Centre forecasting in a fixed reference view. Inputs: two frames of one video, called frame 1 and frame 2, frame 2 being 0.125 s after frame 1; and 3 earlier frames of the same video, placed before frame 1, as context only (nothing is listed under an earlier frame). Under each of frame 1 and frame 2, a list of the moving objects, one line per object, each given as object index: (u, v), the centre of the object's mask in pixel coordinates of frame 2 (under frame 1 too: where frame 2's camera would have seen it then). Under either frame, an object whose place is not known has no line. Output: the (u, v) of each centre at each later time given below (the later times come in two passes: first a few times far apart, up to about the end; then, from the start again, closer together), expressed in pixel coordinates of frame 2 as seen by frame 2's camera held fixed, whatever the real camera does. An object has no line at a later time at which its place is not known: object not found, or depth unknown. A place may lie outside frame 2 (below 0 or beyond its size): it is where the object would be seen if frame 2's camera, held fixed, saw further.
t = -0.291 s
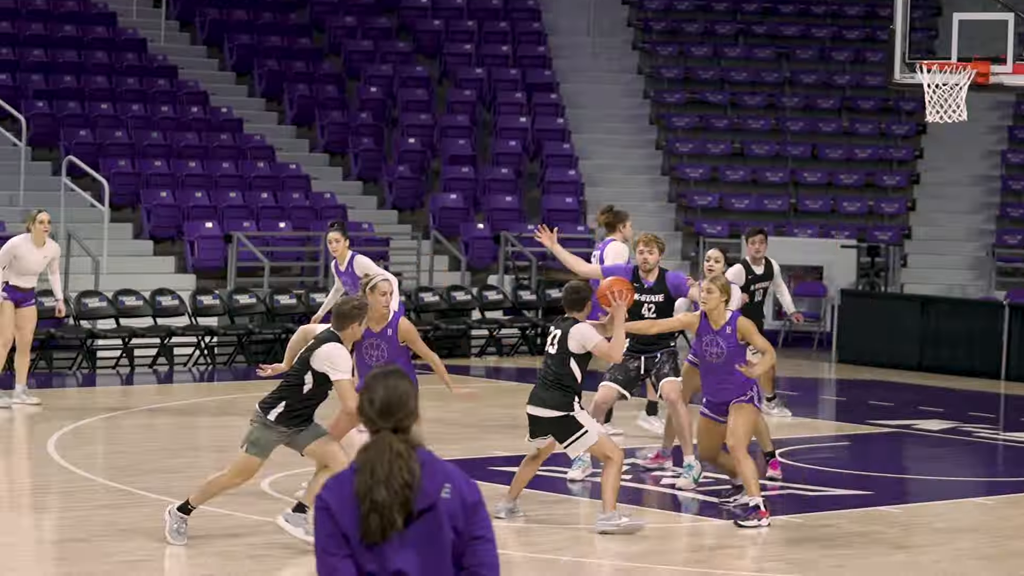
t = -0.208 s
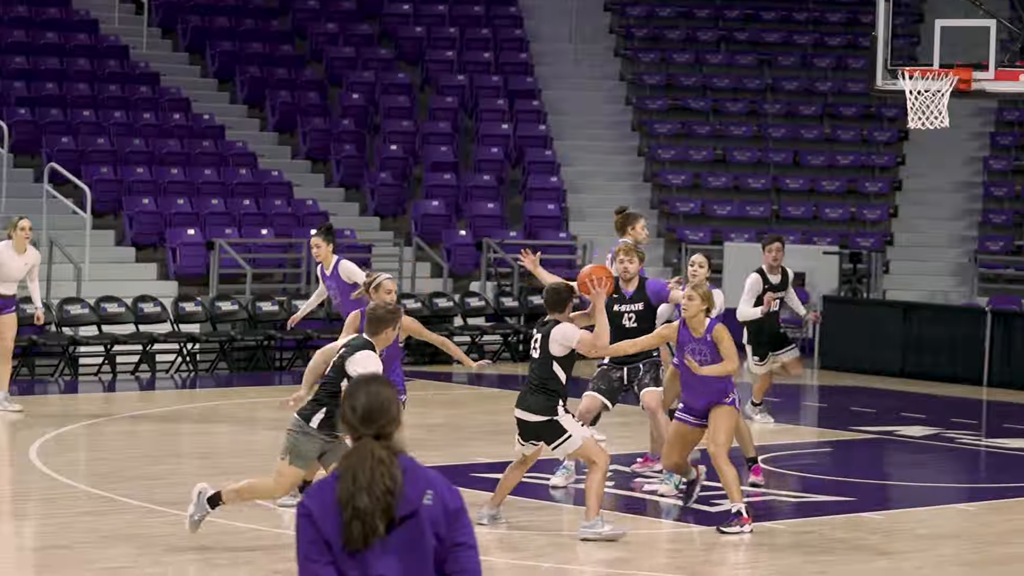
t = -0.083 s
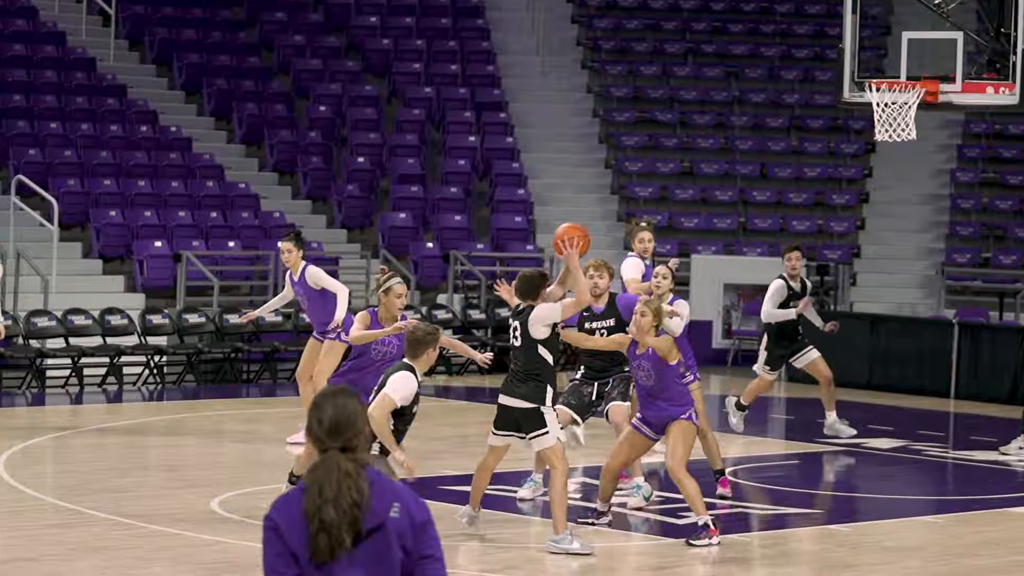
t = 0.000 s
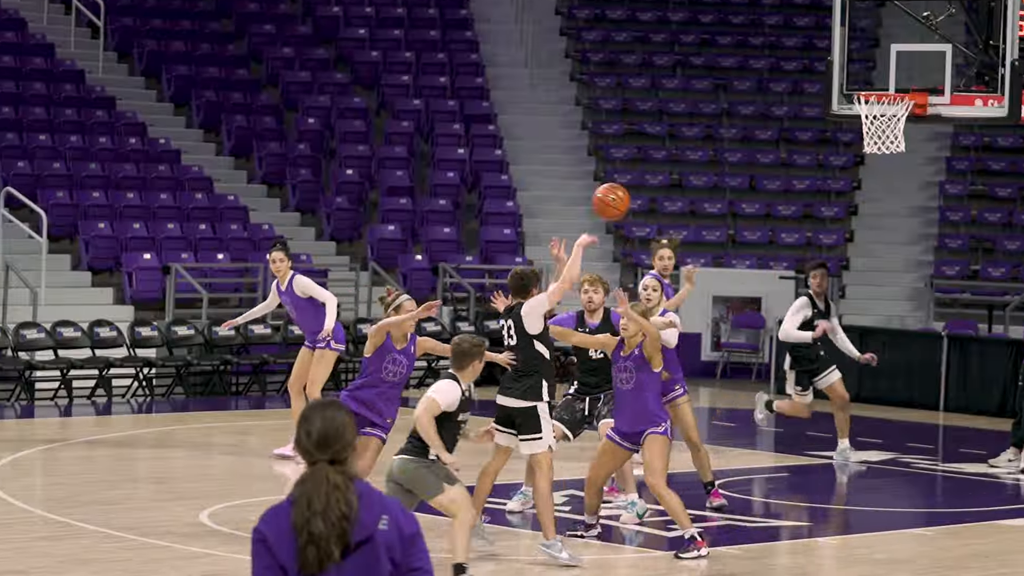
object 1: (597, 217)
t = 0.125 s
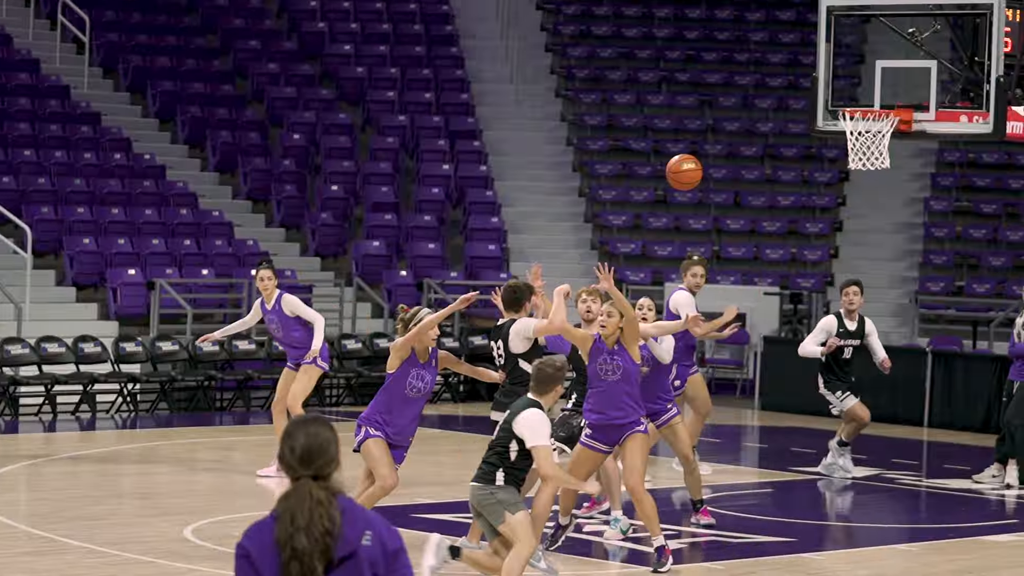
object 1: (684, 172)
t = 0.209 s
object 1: (737, 154)
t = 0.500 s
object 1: (899, 176)
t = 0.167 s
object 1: (711, 162)
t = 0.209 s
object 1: (737, 154)
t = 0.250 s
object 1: (762, 150)
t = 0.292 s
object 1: (786, 149)
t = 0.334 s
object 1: (811, 150)
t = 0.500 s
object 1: (899, 176)
